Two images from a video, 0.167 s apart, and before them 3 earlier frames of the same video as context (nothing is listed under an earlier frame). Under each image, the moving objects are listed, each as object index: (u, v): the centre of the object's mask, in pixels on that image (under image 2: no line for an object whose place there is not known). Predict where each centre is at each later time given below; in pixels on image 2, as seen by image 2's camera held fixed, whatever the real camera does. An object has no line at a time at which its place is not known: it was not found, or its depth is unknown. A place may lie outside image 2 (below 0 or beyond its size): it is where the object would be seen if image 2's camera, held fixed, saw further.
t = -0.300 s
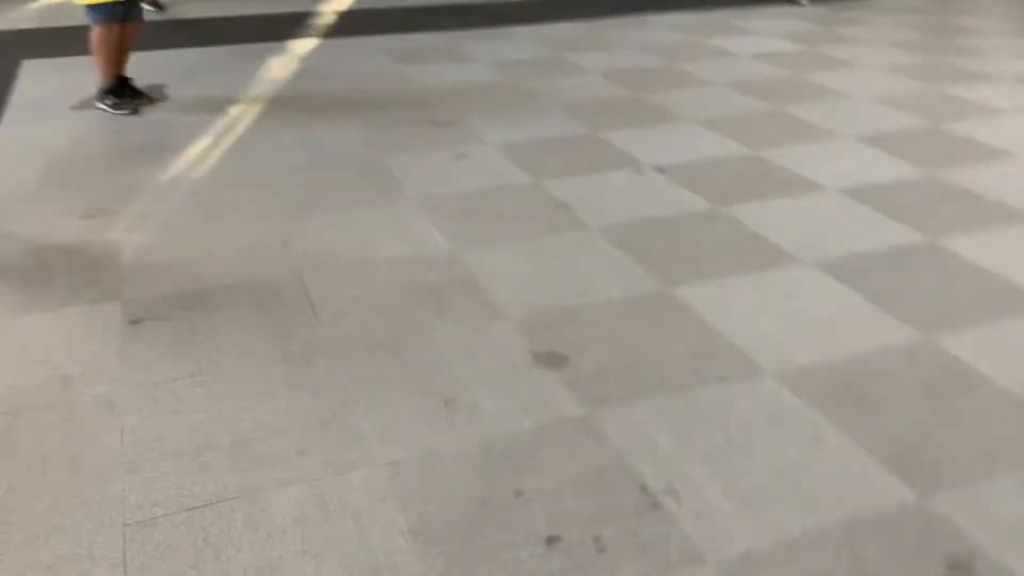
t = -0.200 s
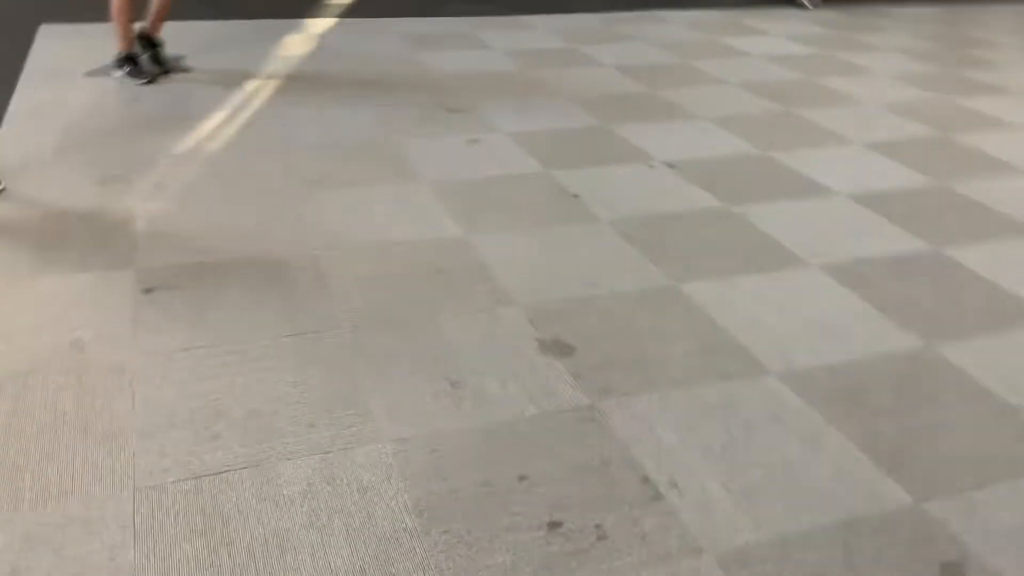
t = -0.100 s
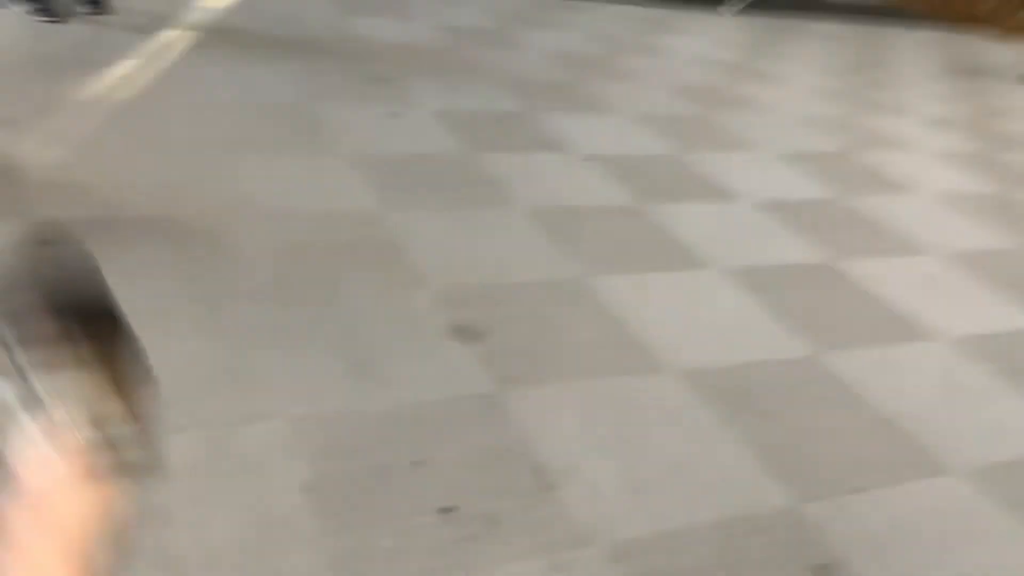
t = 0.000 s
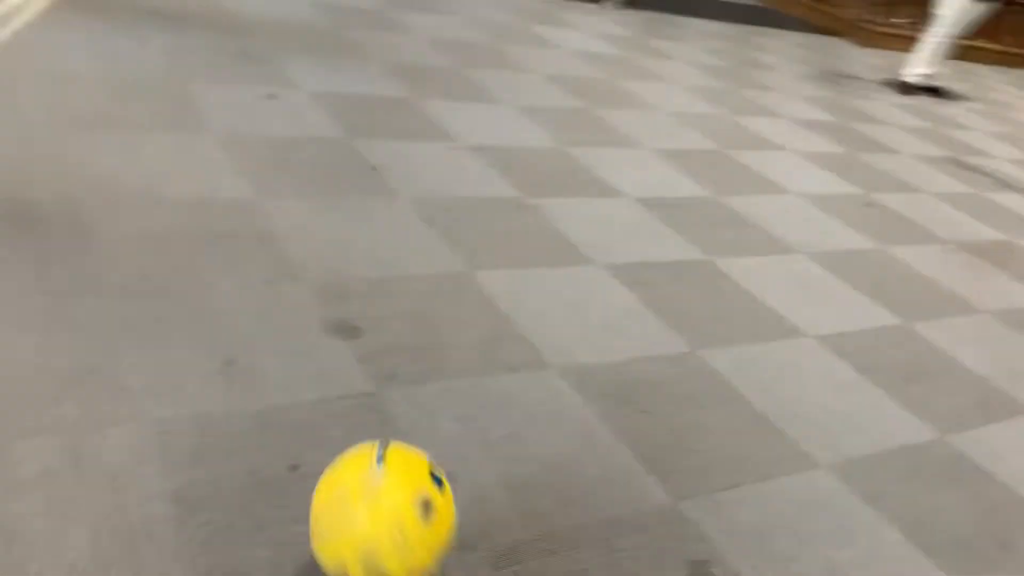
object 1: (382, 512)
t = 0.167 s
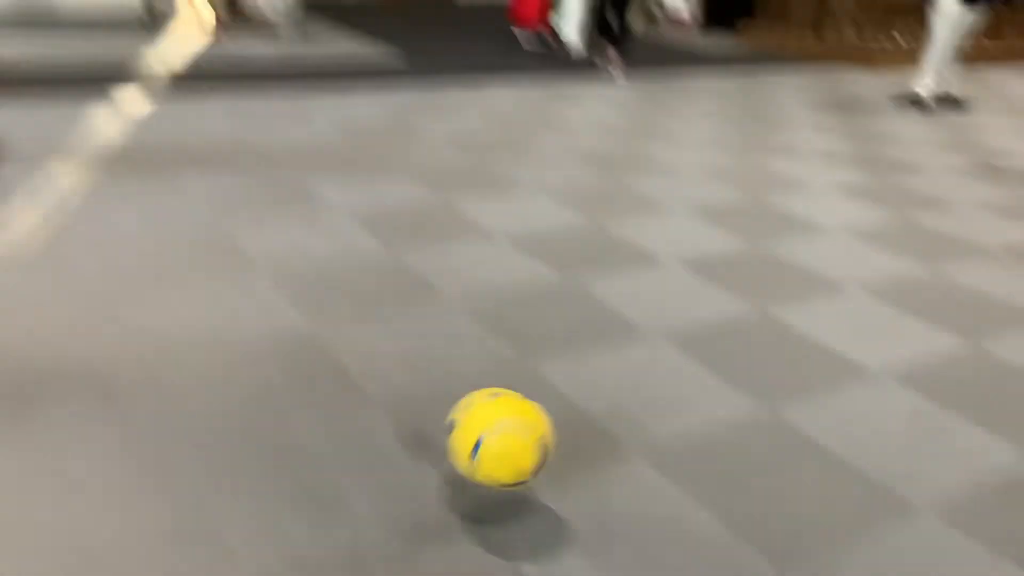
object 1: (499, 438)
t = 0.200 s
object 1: (500, 400)
